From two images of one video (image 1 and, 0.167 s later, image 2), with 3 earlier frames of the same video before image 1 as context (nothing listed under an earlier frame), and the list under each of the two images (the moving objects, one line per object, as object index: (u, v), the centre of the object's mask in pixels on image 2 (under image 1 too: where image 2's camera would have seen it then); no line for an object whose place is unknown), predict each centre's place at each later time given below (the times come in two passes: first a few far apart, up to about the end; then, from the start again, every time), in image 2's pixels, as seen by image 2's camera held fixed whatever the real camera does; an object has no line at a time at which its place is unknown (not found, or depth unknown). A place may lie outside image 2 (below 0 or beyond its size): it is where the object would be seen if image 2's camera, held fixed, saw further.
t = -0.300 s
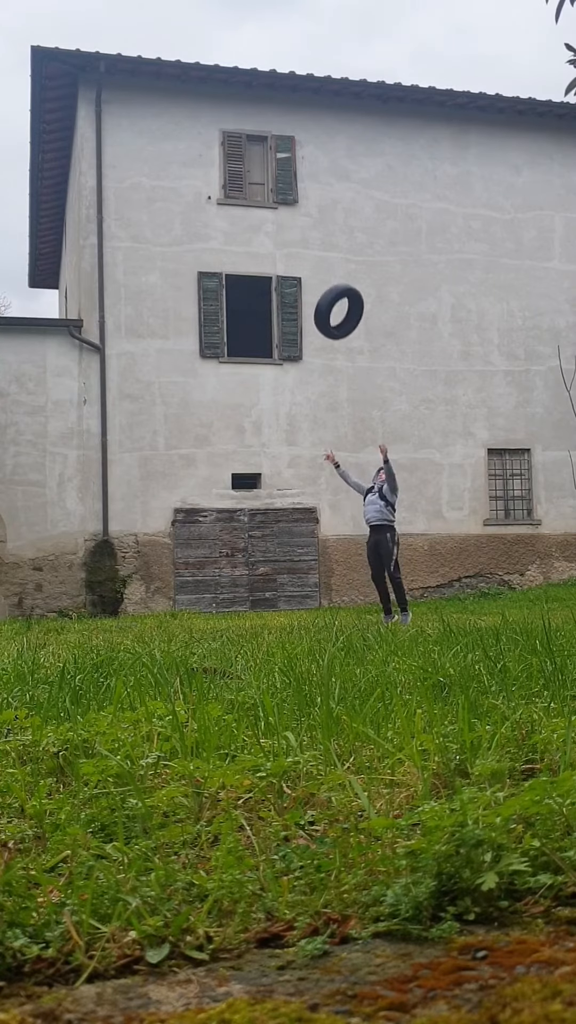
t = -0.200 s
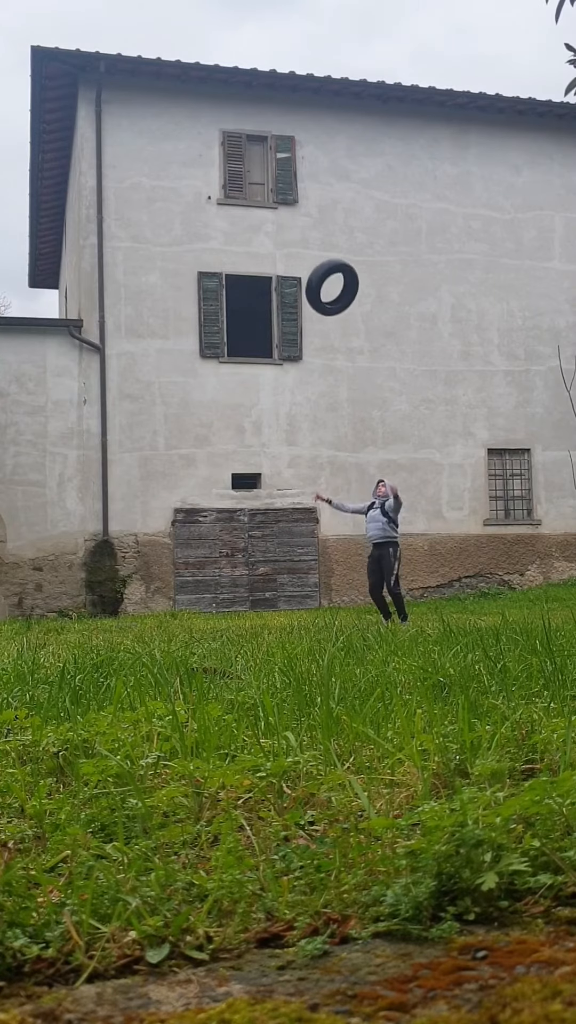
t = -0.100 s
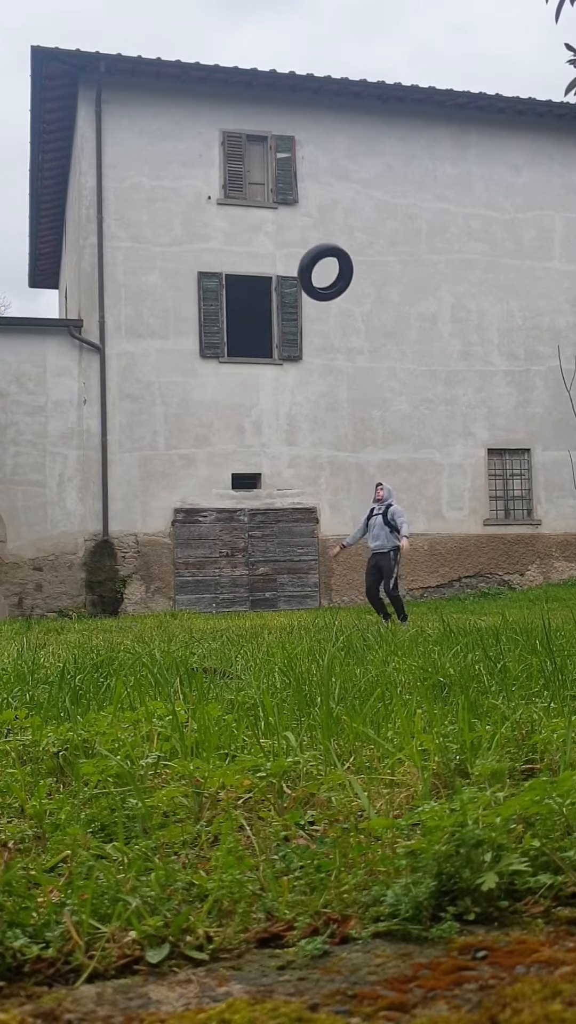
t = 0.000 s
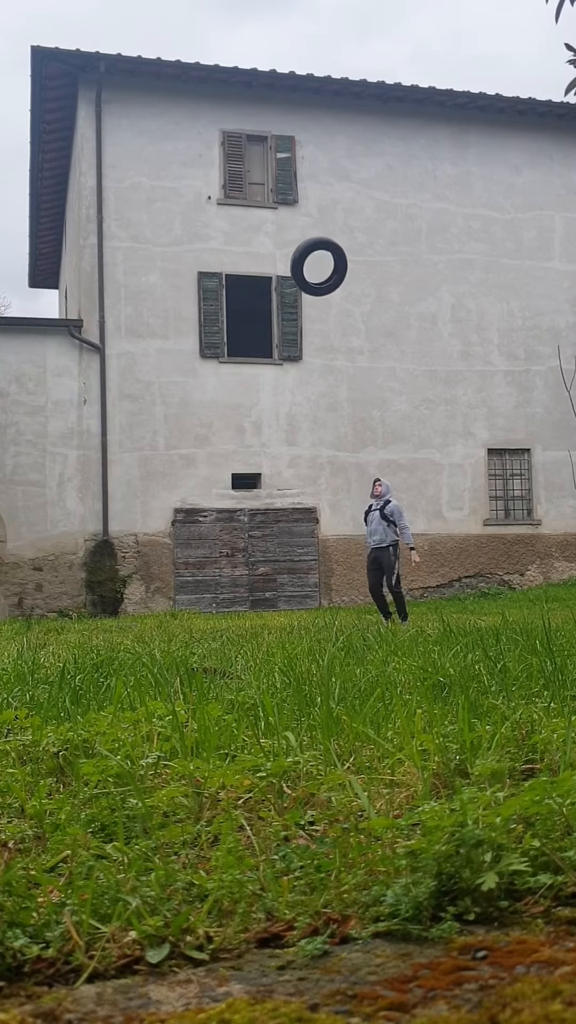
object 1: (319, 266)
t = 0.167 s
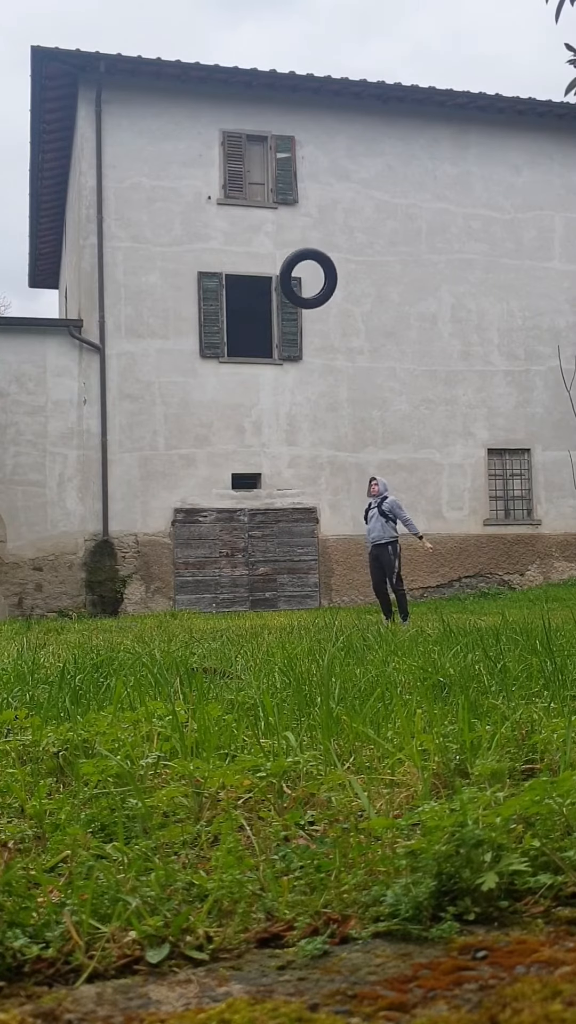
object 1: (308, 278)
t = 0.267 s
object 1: (302, 299)
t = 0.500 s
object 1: (288, 391)
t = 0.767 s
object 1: (272, 575)
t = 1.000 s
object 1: (267, 571)
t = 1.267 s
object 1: (264, 557)
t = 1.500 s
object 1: (257, 592)
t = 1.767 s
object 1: (264, 598)
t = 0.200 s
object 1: (306, 284)
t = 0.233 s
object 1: (304, 291)
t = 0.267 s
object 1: (302, 299)
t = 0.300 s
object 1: (300, 308)
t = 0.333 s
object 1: (297, 319)
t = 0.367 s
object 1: (295, 331)
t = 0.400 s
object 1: (294, 344)
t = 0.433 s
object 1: (291, 359)
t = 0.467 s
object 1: (290, 374)
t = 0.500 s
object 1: (288, 391)
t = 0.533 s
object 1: (286, 409)
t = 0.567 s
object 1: (284, 428)
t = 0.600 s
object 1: (282, 449)
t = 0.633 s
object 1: (280, 471)
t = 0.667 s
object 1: (278, 494)
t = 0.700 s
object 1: (276, 520)
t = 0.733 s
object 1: (274, 547)
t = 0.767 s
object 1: (272, 575)
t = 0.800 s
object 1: (262, 599)
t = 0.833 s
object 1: (269, 604)
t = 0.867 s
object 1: (261, 602)
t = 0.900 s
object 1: (269, 596)
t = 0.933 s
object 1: (268, 587)
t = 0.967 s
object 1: (267, 578)
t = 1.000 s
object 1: (267, 571)
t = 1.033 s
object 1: (266, 565)
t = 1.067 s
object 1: (266, 560)
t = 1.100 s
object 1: (265, 557)
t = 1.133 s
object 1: (265, 554)
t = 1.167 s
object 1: (265, 553)
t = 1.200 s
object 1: (264, 553)
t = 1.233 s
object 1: (264, 555)
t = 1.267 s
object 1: (264, 557)
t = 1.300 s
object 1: (263, 561)
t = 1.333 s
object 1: (263, 566)
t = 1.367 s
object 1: (263, 572)
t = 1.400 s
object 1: (263, 579)
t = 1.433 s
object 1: (263, 588)
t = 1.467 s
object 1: (263, 597)
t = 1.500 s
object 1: (257, 592)
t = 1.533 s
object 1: (259, 596)
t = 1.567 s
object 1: (256, 592)
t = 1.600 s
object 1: (263, 601)
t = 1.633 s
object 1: (263, 599)
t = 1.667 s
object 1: (263, 597)
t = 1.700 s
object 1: (263, 597)
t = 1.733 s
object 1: (263, 597)
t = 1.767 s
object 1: (264, 598)
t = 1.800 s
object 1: (264, 600)
